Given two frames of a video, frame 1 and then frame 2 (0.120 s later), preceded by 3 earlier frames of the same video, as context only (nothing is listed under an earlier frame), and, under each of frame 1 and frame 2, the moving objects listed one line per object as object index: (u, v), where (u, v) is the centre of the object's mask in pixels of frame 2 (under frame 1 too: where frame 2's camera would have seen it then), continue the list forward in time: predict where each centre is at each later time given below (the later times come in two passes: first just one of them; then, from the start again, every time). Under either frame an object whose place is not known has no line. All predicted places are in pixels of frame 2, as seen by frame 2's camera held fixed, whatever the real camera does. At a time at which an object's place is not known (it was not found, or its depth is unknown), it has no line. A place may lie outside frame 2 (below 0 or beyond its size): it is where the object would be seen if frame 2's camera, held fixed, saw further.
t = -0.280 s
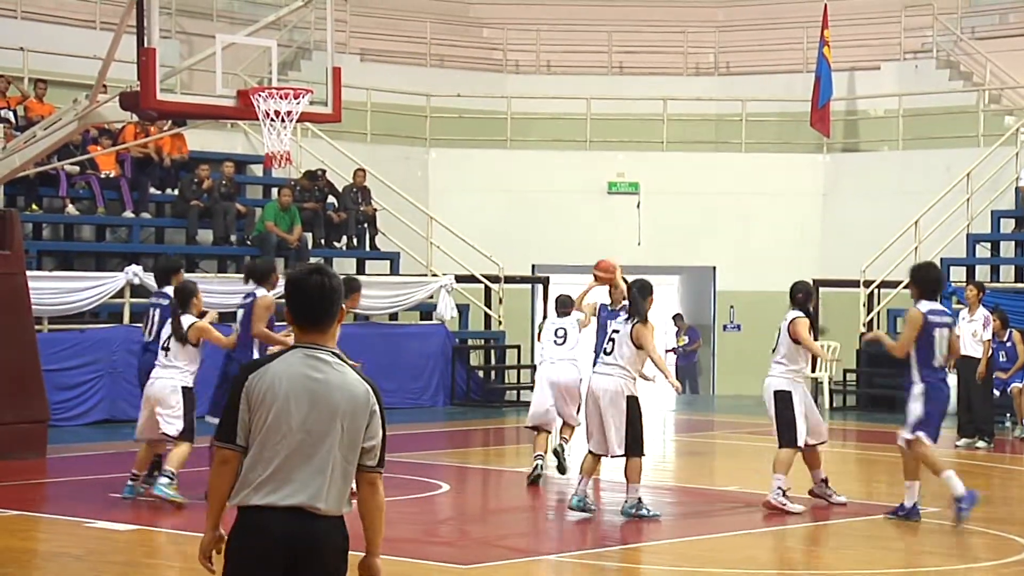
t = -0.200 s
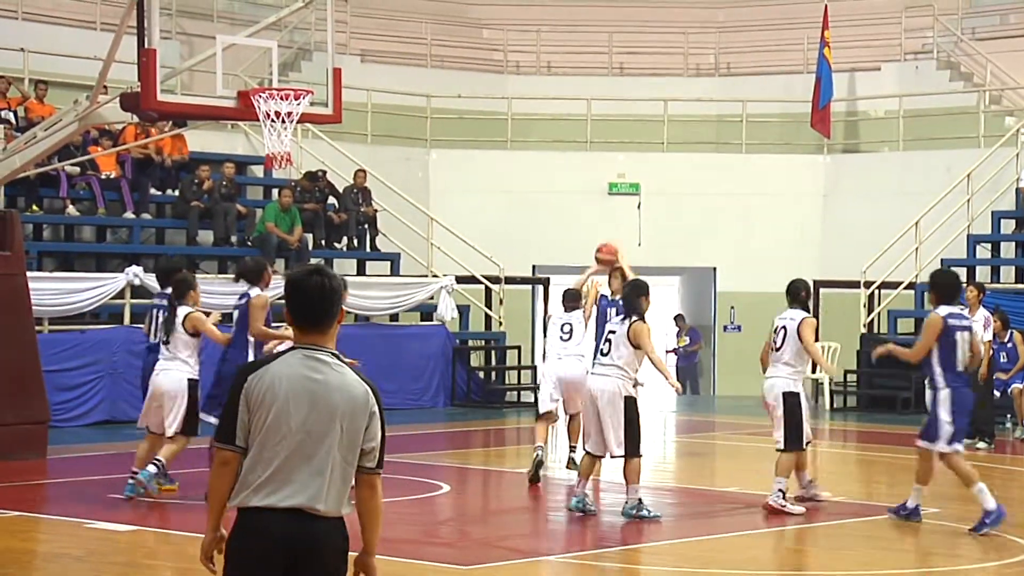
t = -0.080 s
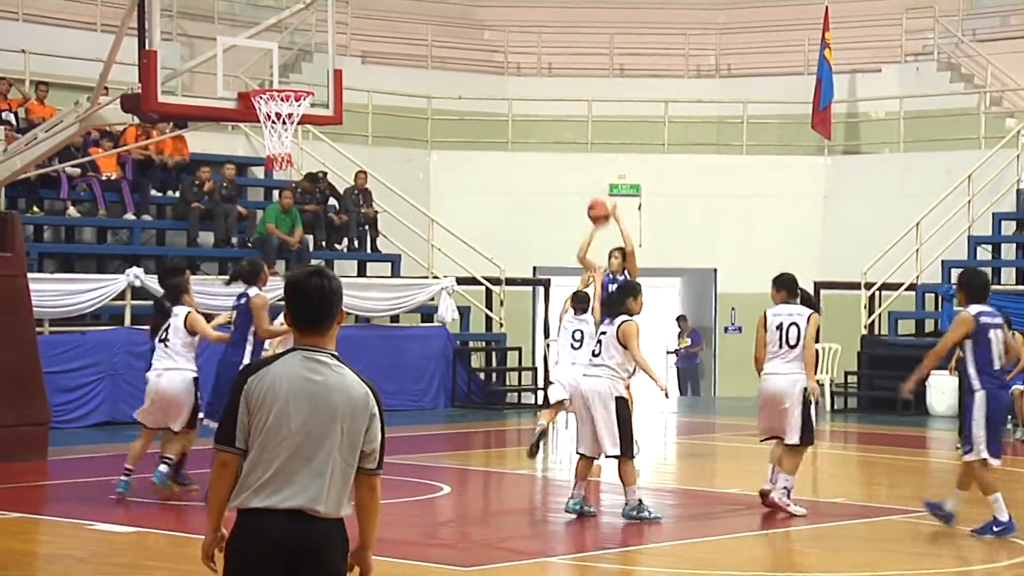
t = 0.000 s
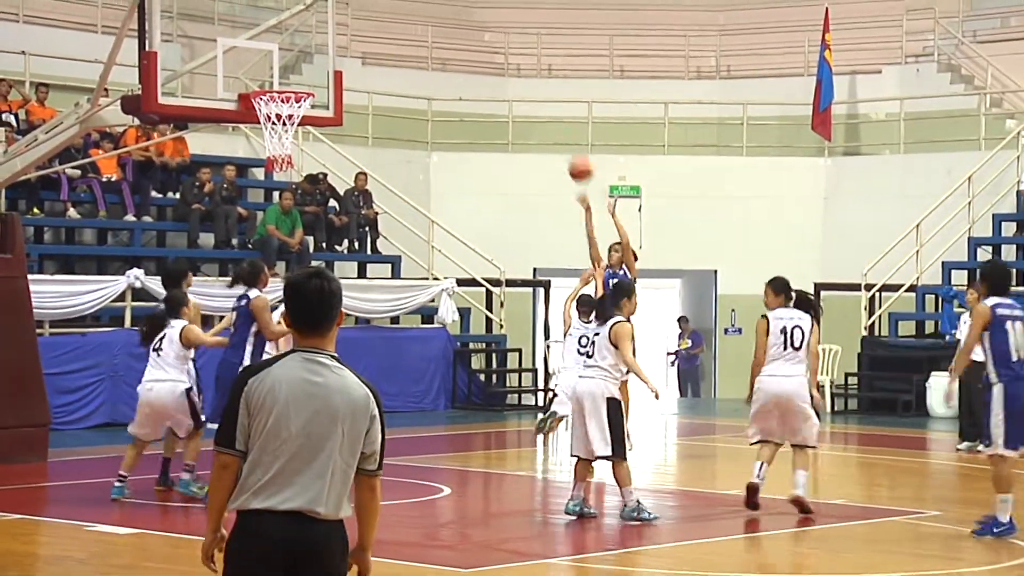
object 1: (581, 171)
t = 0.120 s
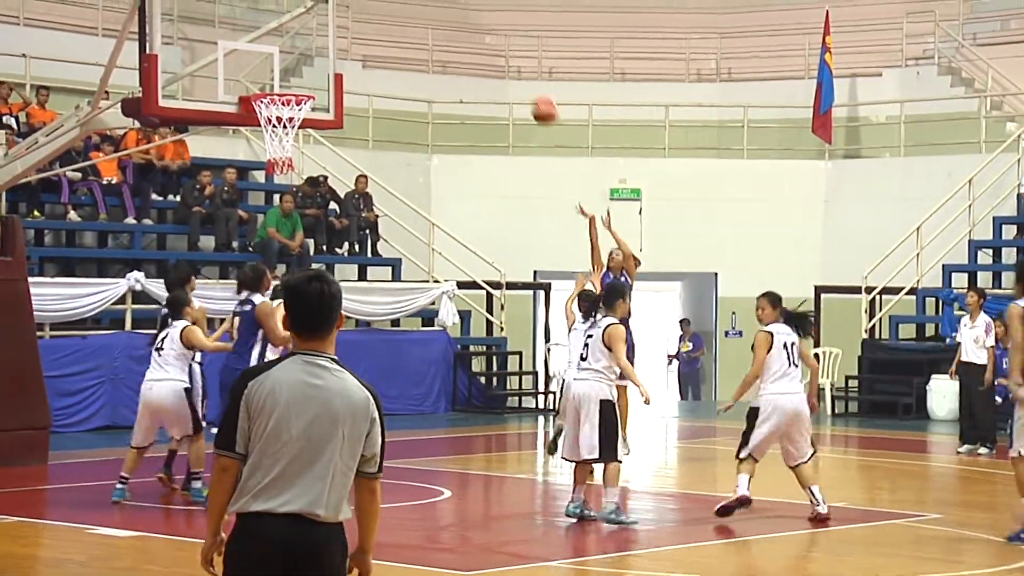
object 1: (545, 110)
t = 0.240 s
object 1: (507, 63)
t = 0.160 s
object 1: (532, 93)
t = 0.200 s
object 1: (519, 78)
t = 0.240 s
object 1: (507, 63)
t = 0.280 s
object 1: (493, 50)
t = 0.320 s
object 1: (479, 40)
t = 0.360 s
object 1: (467, 31)
